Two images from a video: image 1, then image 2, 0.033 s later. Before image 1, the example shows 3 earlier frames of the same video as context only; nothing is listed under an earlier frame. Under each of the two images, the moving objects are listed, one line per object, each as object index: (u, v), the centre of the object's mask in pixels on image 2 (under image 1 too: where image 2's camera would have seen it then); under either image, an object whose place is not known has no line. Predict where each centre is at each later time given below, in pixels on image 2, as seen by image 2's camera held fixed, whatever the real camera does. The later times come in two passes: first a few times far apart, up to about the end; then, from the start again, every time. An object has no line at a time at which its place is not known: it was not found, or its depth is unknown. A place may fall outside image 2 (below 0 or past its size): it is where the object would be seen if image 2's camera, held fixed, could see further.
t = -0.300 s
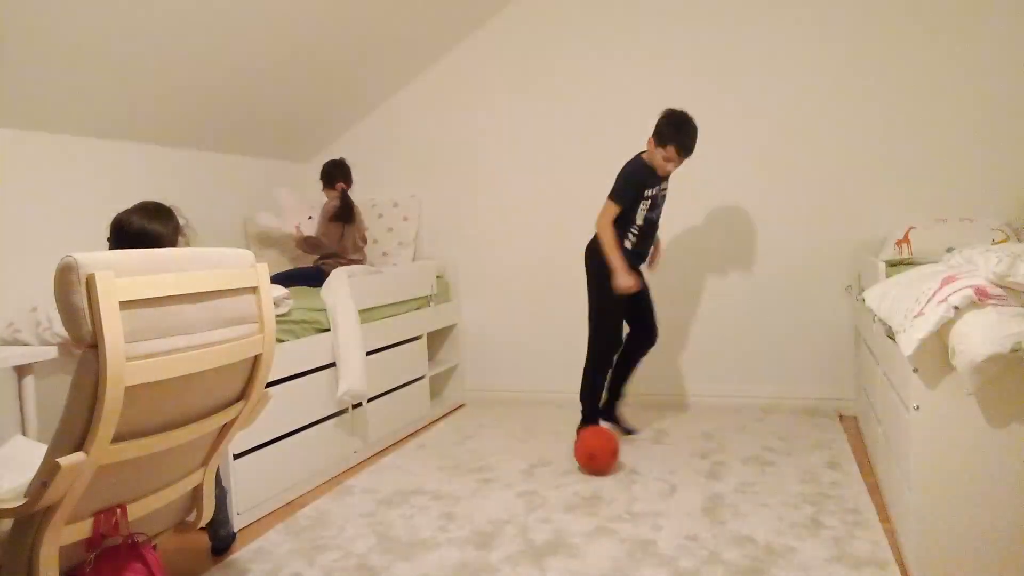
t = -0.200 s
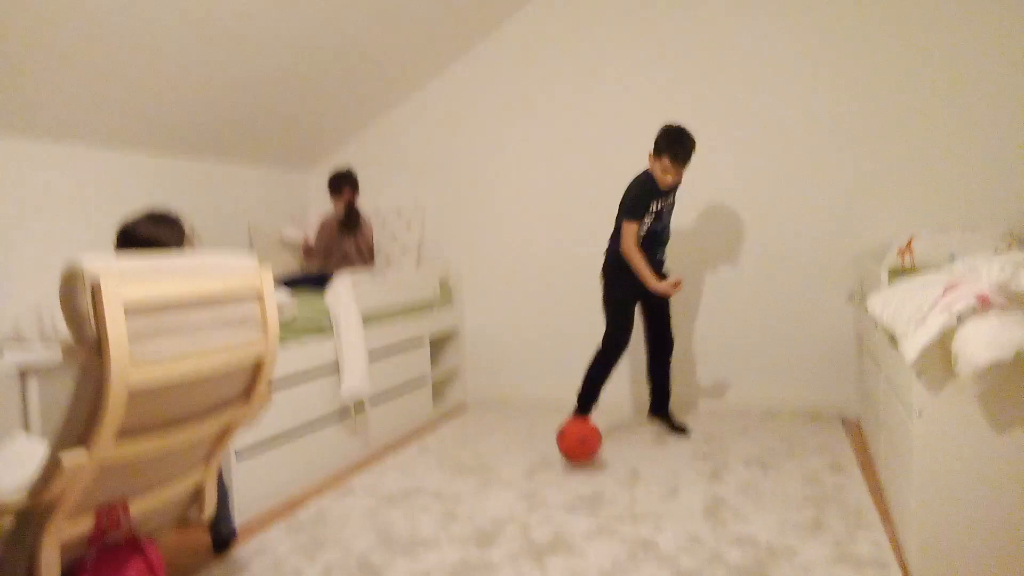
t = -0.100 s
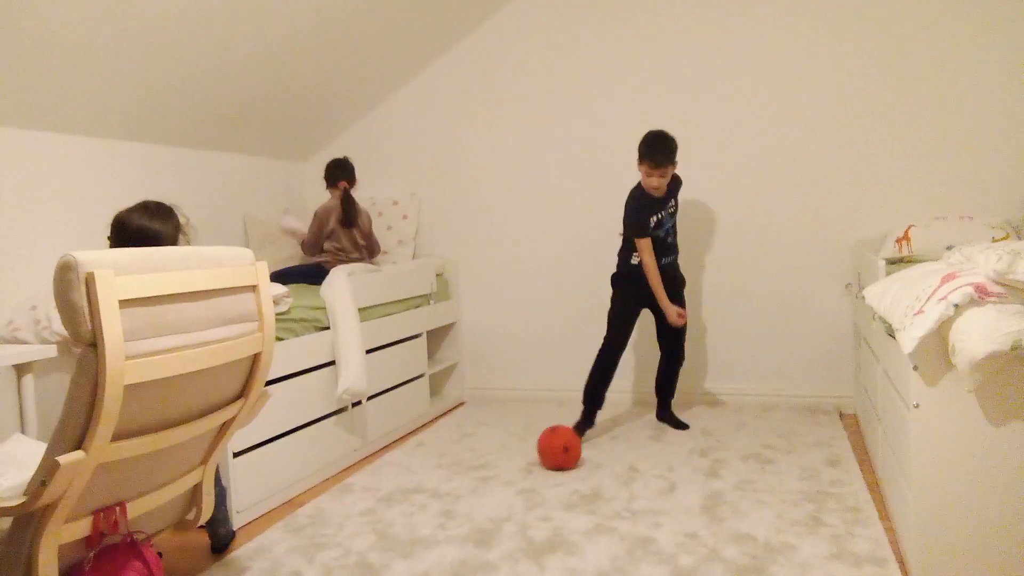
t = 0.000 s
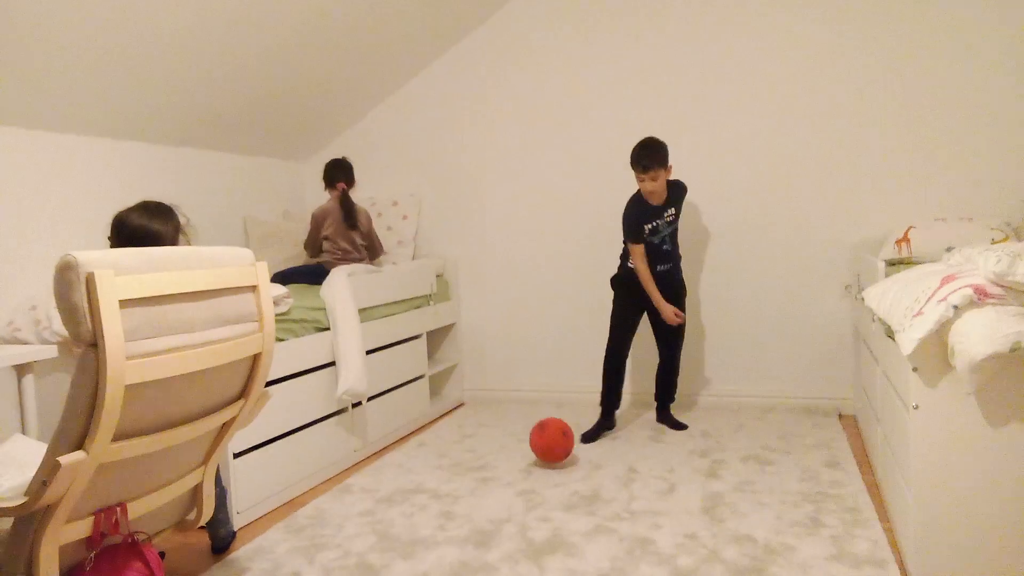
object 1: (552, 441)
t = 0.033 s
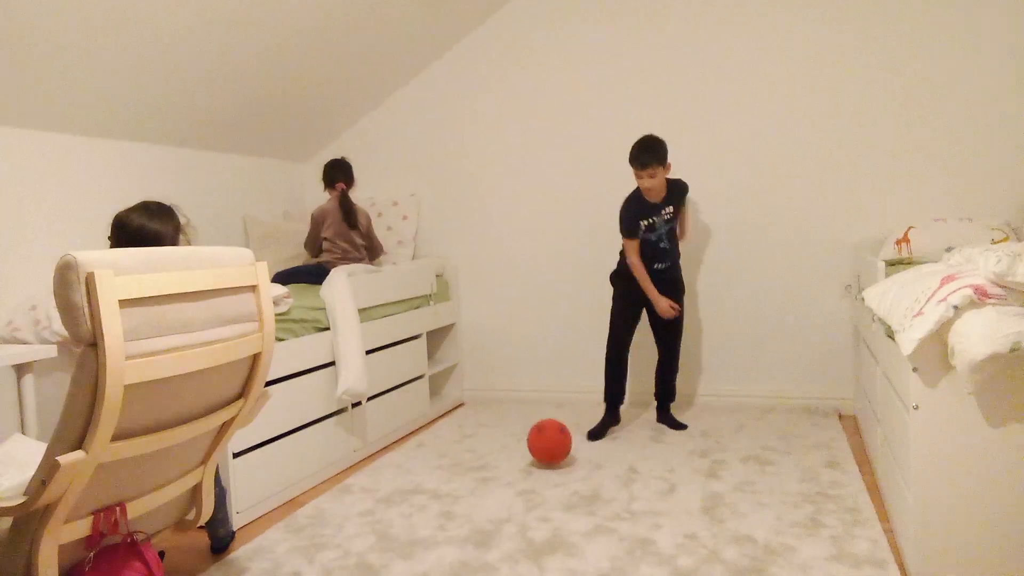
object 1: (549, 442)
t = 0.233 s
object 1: (535, 448)
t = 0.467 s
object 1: (526, 448)
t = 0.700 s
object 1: (525, 448)
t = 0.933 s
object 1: (527, 448)
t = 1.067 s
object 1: (528, 447)
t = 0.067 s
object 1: (547, 447)
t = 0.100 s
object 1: (545, 448)
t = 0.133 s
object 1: (542, 446)
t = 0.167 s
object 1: (540, 447)
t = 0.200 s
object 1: (537, 448)
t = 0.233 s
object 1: (535, 448)
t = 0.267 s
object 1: (533, 448)
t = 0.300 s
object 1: (531, 448)
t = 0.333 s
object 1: (529, 448)
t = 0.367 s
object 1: (528, 448)
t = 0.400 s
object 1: (527, 448)
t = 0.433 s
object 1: (527, 448)
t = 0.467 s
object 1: (526, 448)
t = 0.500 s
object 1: (525, 448)
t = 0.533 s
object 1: (525, 448)
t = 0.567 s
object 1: (525, 448)
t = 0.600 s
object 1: (525, 448)
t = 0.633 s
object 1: (525, 448)
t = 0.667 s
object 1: (525, 448)
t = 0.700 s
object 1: (525, 448)
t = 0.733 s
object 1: (525, 448)
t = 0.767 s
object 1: (525, 448)
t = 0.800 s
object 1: (526, 448)
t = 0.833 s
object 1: (526, 448)
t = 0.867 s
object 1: (526, 448)
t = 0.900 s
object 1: (527, 448)
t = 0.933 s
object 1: (527, 448)
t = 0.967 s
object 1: (527, 448)
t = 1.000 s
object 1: (528, 447)
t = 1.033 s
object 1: (528, 447)
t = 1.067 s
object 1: (528, 447)
